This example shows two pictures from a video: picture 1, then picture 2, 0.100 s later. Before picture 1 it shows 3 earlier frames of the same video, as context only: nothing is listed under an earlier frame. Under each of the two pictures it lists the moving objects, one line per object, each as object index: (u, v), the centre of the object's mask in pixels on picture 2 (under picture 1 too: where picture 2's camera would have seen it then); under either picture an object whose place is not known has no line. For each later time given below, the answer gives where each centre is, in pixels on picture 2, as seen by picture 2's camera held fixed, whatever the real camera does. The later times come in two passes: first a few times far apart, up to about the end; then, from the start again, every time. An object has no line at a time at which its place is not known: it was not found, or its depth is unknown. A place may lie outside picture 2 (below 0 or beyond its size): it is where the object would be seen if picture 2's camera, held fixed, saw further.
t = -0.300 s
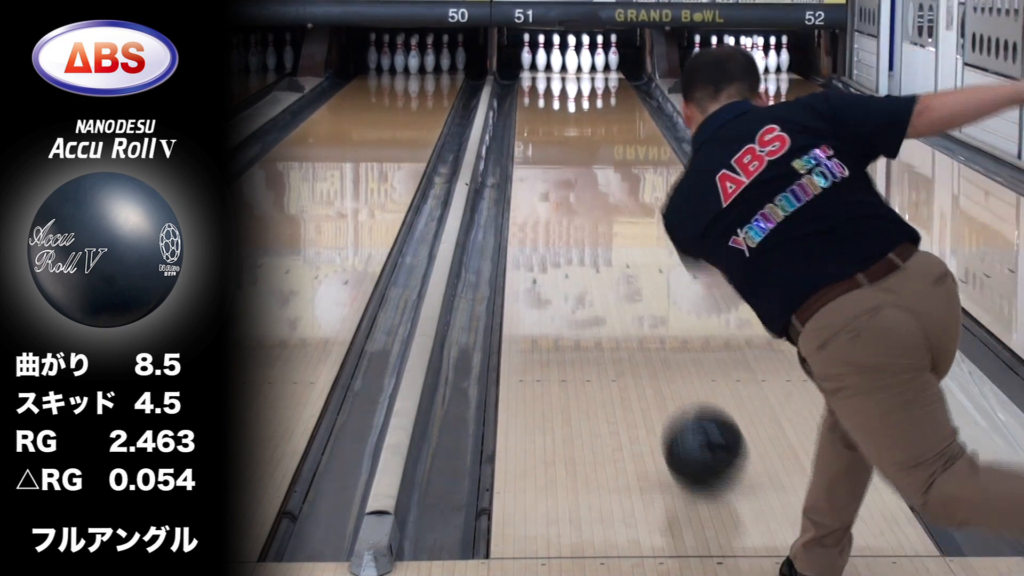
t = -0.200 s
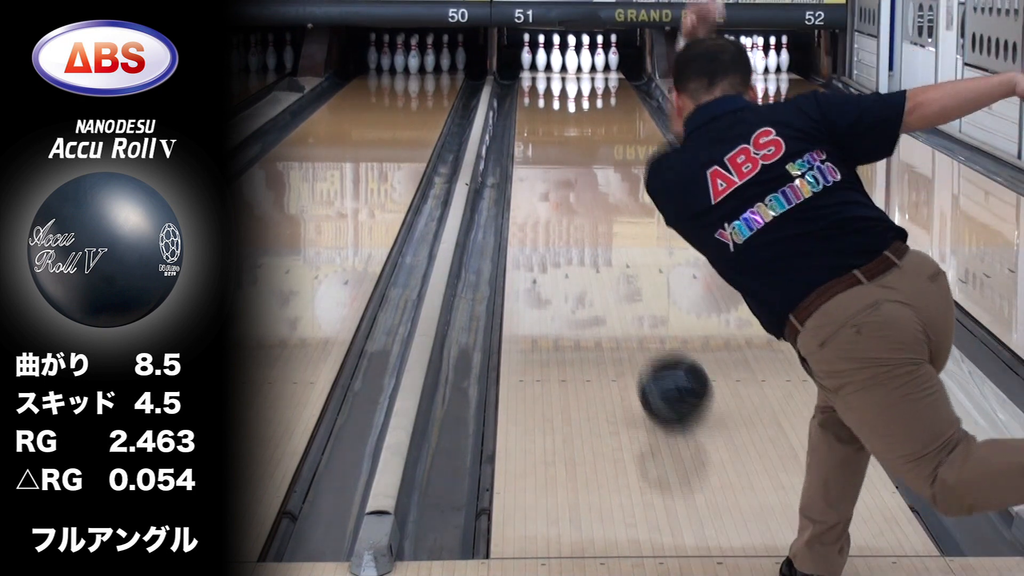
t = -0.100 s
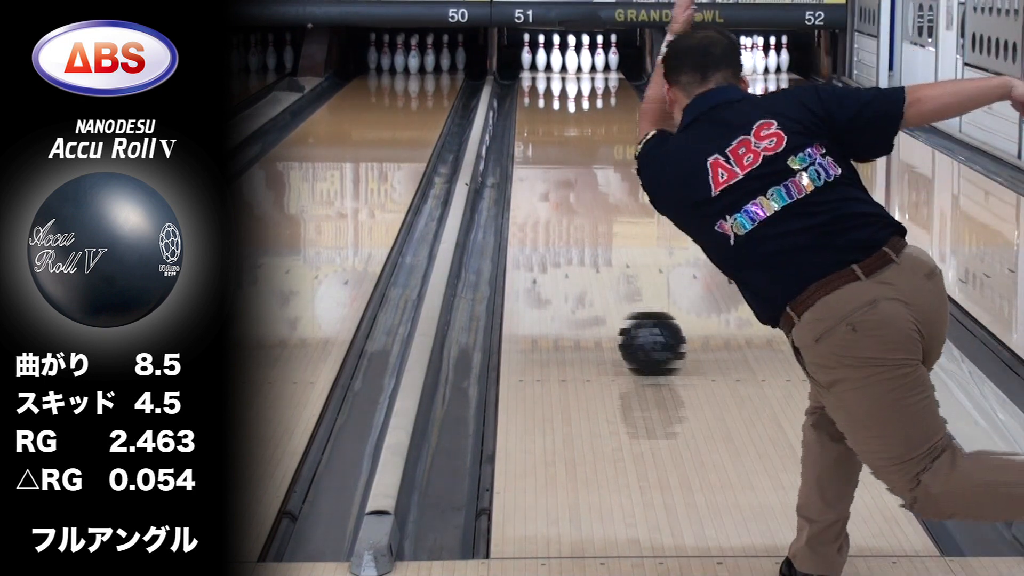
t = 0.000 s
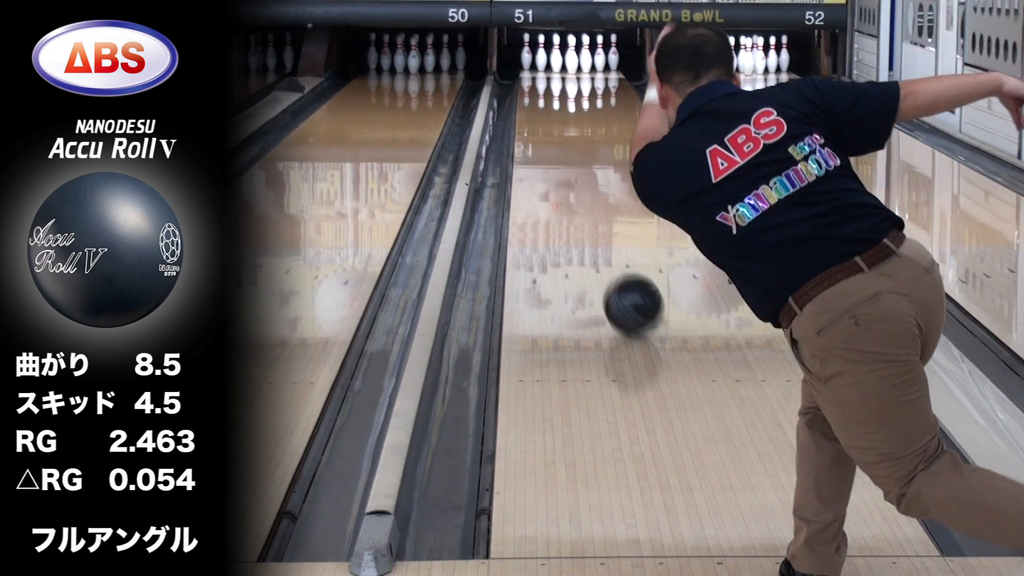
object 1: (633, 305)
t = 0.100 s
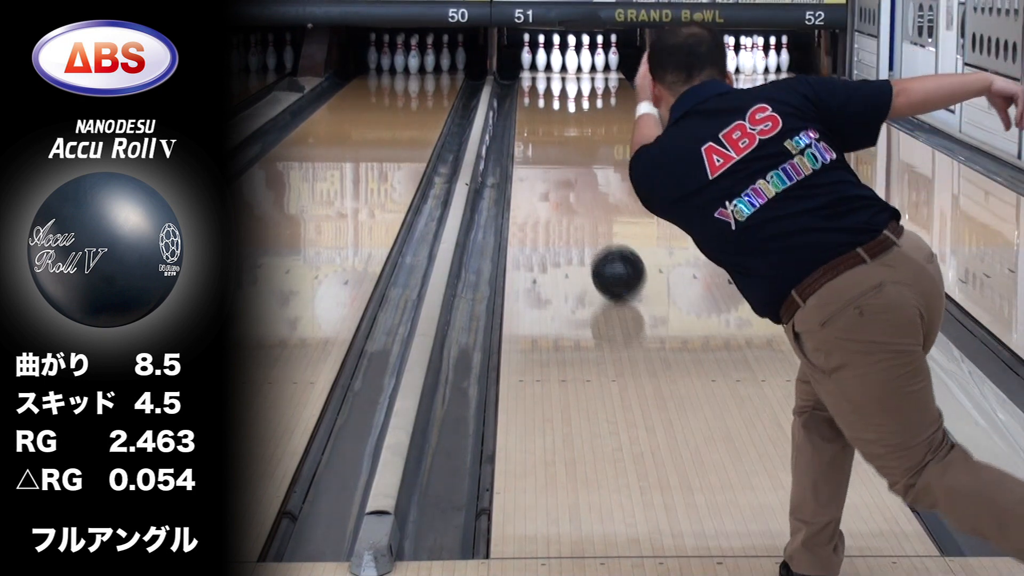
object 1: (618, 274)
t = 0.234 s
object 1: (602, 239)
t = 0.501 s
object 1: (579, 187)
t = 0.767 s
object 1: (564, 151)
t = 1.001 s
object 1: (556, 126)
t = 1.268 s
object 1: (549, 105)
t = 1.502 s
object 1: (547, 89)
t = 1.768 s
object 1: (553, 76)
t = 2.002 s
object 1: (563, 67)
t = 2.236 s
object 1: (569, 60)
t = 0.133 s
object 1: (614, 264)
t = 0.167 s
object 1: (610, 255)
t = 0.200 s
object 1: (606, 246)
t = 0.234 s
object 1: (602, 239)
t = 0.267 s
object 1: (599, 231)
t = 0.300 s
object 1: (596, 225)
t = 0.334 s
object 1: (593, 218)
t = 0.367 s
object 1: (590, 212)
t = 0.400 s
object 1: (587, 205)
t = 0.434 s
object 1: (584, 199)
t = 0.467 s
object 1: (582, 193)
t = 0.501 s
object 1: (579, 187)
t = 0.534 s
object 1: (577, 182)
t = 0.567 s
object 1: (575, 177)
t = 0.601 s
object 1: (573, 172)
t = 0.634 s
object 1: (571, 168)
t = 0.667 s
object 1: (569, 163)
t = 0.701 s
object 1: (567, 158)
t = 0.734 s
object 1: (566, 155)
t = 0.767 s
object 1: (564, 151)
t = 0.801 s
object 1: (563, 147)
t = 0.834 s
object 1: (561, 143)
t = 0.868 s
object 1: (560, 140)
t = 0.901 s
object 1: (559, 136)
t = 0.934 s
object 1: (557, 133)
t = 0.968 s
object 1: (556, 129)
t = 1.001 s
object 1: (556, 126)
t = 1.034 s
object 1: (554, 124)
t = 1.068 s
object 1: (554, 121)
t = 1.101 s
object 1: (552, 118)
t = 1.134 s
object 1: (552, 115)
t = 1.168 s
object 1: (551, 112)
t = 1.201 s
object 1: (550, 110)
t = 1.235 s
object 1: (550, 107)
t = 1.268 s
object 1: (549, 105)
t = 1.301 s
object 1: (548, 102)
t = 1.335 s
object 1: (548, 100)
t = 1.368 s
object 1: (547, 98)
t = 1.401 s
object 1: (547, 95)
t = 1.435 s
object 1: (547, 93)
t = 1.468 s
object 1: (547, 91)
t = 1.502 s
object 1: (547, 89)
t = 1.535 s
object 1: (547, 88)
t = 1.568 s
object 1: (548, 86)
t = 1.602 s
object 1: (548, 84)
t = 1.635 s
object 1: (548, 82)
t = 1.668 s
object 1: (550, 81)
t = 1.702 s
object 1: (550, 79)
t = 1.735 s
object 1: (552, 77)
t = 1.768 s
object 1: (553, 76)
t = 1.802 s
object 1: (554, 74)
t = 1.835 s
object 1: (555, 73)
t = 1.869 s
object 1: (556, 72)
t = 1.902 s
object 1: (557, 70)
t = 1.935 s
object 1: (559, 69)
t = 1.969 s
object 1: (561, 68)
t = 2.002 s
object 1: (563, 67)
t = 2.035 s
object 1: (566, 66)
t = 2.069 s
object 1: (566, 64)
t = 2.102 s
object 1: (566, 64)
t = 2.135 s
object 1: (567, 63)
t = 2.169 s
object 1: (568, 62)
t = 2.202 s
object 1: (568, 61)
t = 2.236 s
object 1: (569, 60)
